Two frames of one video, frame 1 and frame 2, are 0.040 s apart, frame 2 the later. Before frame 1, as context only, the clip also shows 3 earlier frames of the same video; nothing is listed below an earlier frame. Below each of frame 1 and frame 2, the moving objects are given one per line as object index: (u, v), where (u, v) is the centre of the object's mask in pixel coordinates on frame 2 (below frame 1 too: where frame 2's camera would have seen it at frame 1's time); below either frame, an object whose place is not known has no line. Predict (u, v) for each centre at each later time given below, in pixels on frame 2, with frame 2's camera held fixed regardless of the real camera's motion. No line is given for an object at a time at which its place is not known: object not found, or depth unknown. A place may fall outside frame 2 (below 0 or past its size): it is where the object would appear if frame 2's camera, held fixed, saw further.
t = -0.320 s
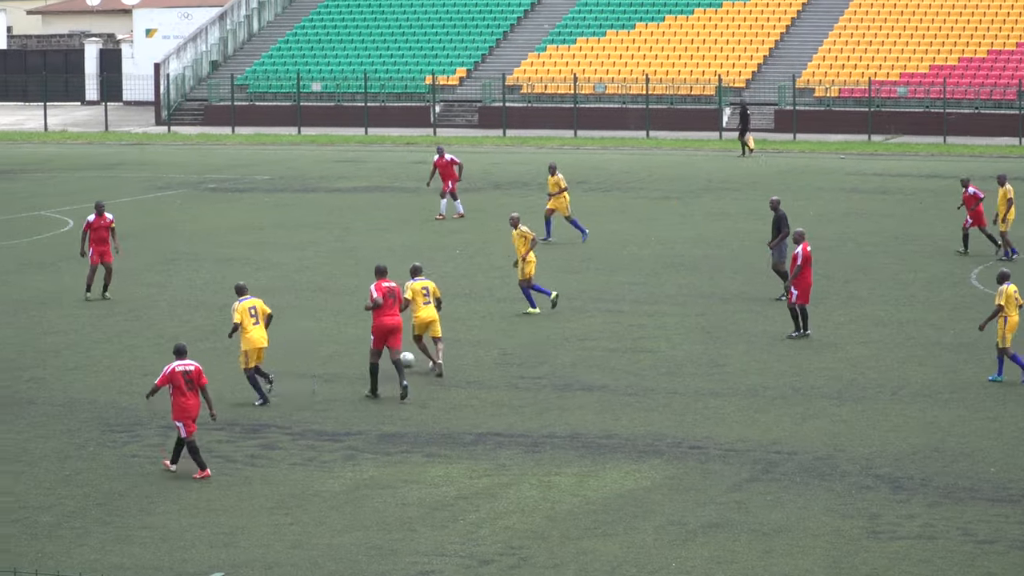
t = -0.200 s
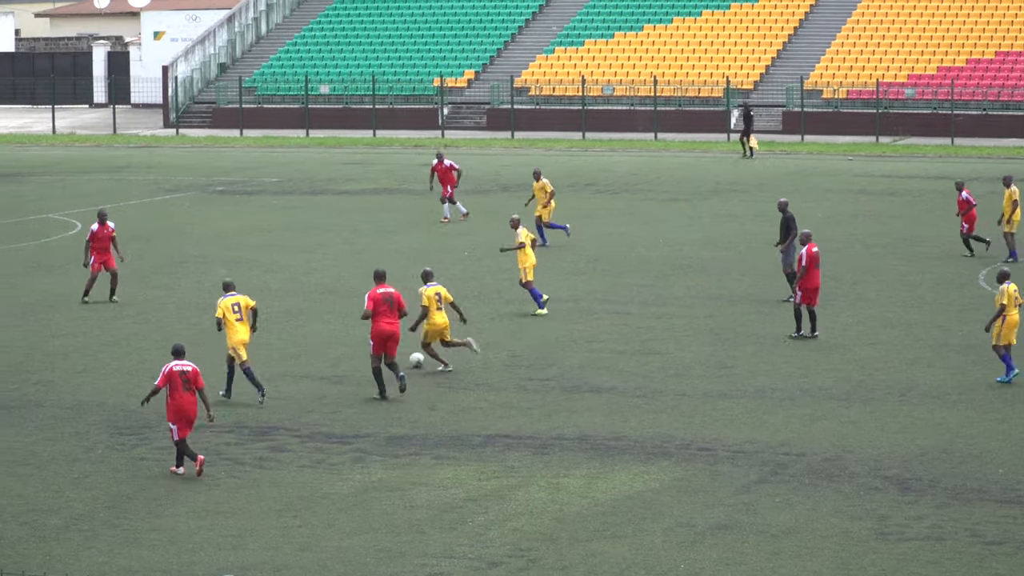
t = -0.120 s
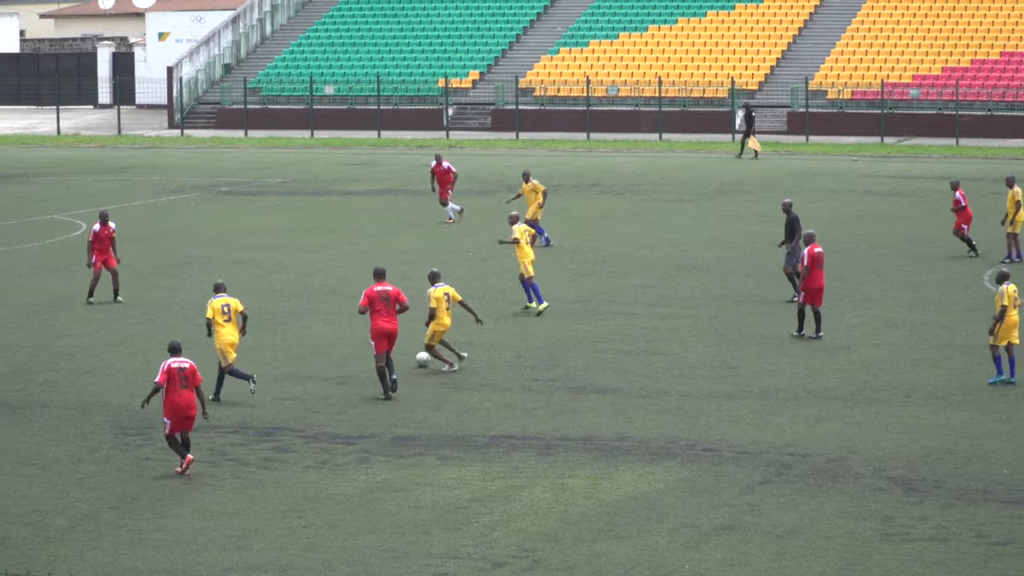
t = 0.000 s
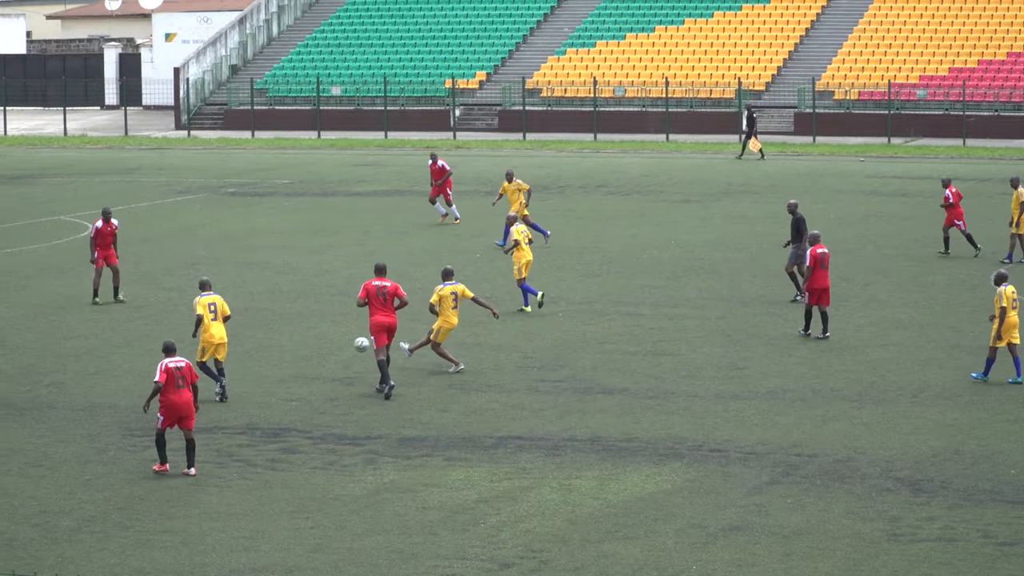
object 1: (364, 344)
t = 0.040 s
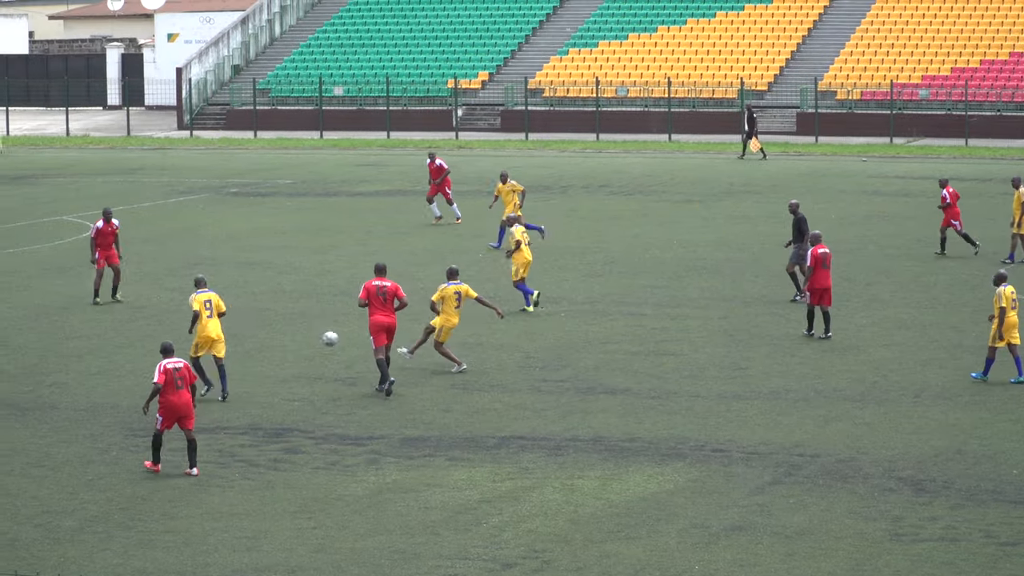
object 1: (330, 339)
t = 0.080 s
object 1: (297, 334)
